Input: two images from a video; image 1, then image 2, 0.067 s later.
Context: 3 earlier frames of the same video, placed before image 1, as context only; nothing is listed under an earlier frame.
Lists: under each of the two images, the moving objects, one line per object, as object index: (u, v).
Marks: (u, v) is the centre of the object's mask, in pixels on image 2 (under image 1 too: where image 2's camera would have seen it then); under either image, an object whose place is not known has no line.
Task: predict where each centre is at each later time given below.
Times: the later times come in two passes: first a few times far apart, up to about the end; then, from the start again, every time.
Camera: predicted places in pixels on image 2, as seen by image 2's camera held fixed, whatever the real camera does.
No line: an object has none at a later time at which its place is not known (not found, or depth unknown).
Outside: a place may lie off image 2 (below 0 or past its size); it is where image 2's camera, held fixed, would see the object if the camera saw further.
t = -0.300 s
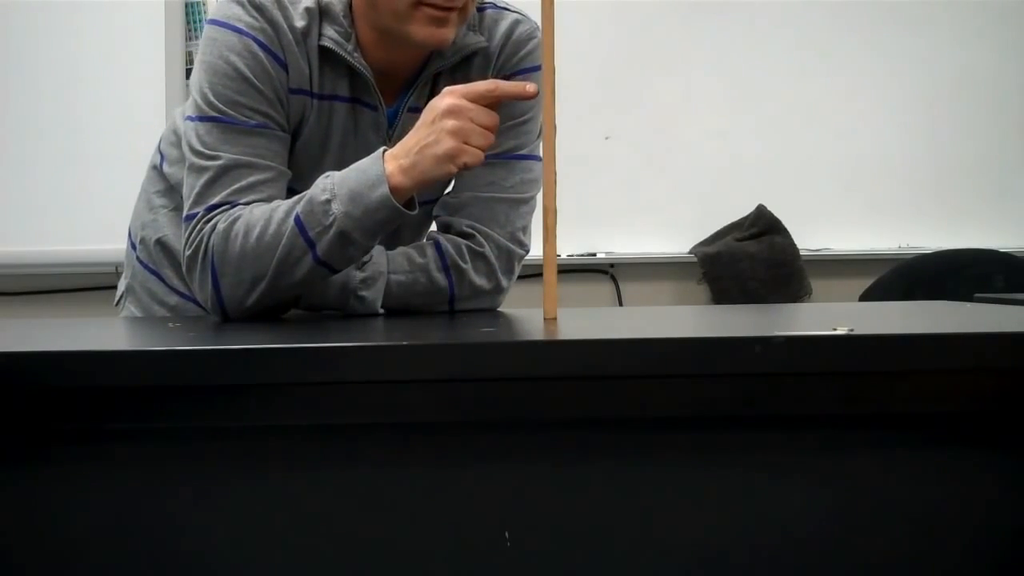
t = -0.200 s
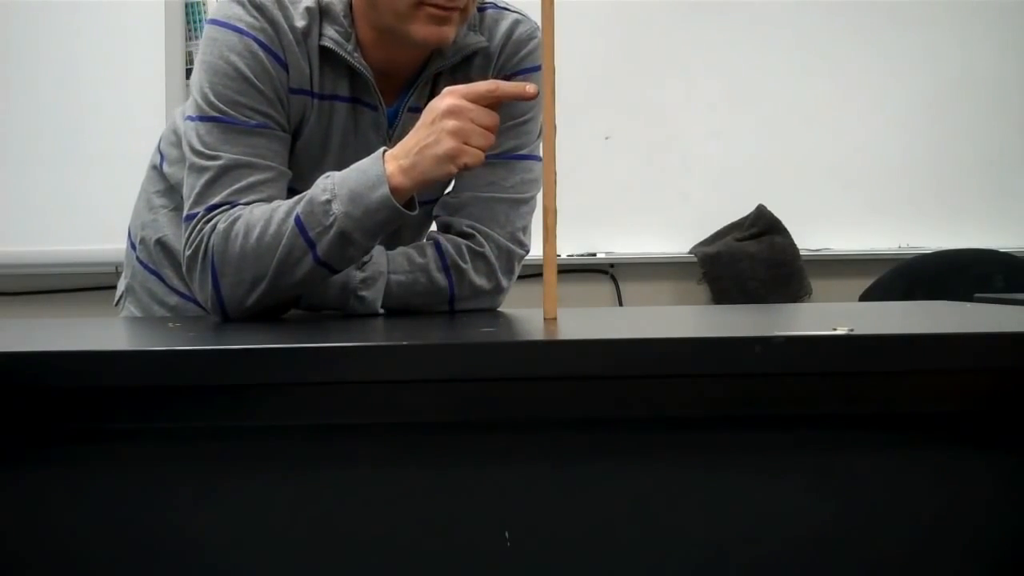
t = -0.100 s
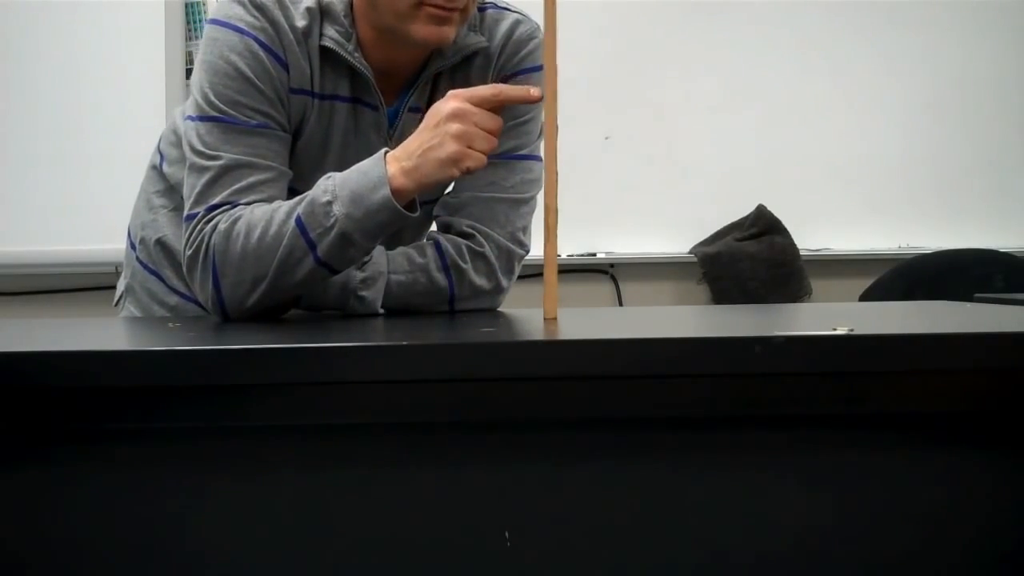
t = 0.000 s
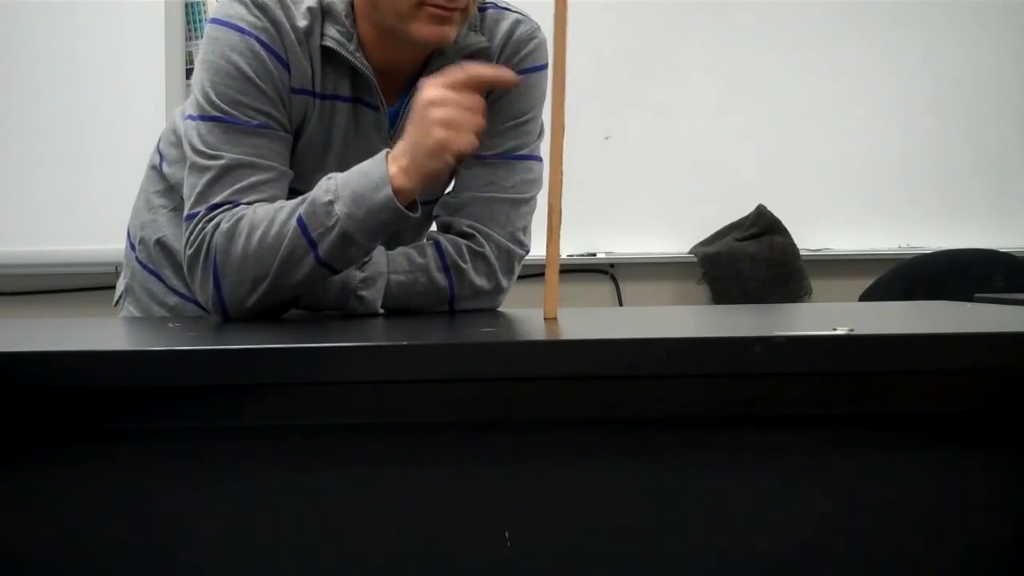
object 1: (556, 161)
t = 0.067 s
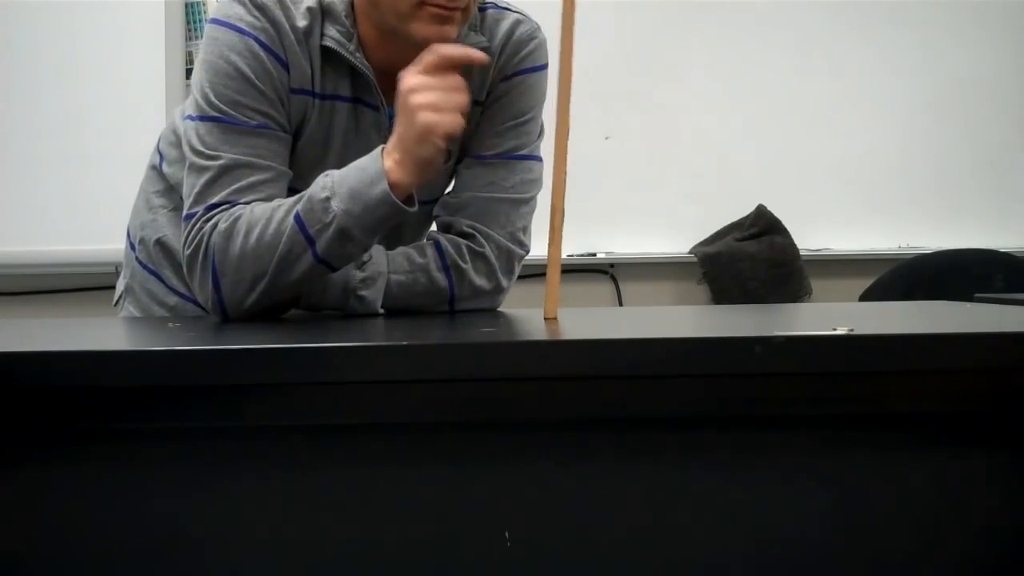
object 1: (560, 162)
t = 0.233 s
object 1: (577, 165)
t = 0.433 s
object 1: (660, 156)
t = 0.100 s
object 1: (562, 163)
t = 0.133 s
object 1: (565, 163)
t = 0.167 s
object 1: (568, 163)
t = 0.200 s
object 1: (573, 162)
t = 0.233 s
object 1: (577, 165)
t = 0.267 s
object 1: (584, 163)
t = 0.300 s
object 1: (593, 157)
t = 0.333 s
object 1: (603, 158)
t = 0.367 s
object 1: (619, 152)
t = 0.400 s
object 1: (637, 152)
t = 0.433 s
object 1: (660, 156)
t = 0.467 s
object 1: (686, 173)
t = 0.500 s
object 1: (709, 204)
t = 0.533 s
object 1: (728, 249)
